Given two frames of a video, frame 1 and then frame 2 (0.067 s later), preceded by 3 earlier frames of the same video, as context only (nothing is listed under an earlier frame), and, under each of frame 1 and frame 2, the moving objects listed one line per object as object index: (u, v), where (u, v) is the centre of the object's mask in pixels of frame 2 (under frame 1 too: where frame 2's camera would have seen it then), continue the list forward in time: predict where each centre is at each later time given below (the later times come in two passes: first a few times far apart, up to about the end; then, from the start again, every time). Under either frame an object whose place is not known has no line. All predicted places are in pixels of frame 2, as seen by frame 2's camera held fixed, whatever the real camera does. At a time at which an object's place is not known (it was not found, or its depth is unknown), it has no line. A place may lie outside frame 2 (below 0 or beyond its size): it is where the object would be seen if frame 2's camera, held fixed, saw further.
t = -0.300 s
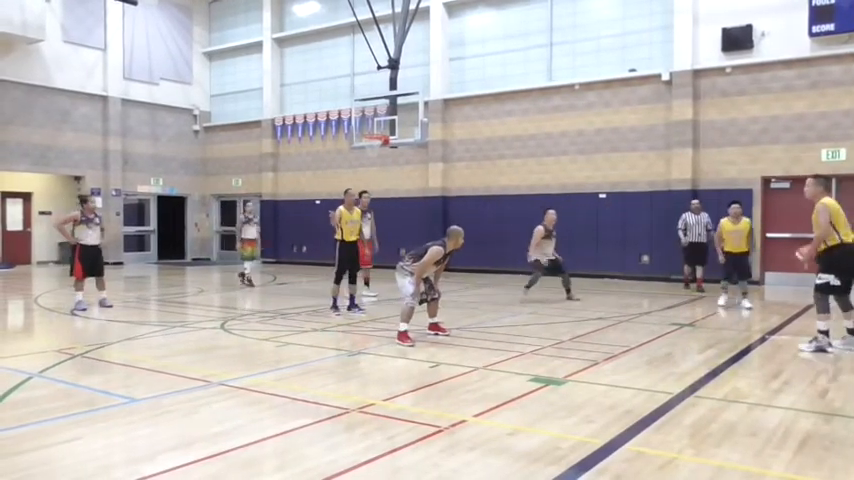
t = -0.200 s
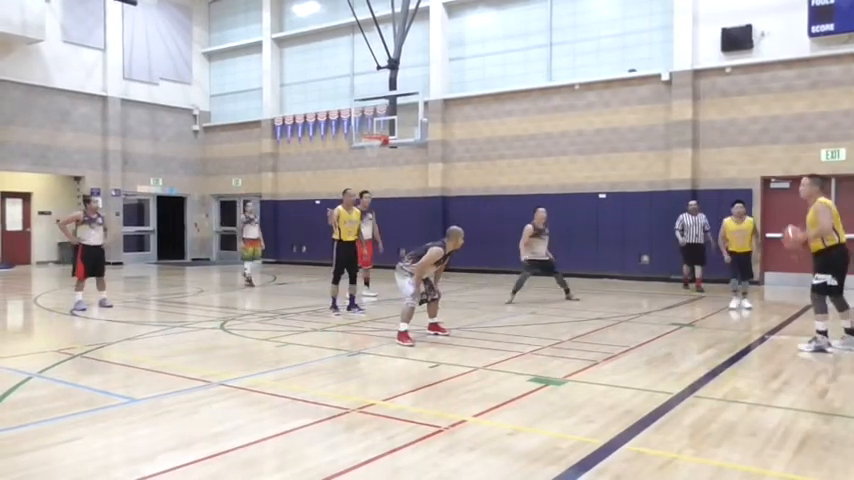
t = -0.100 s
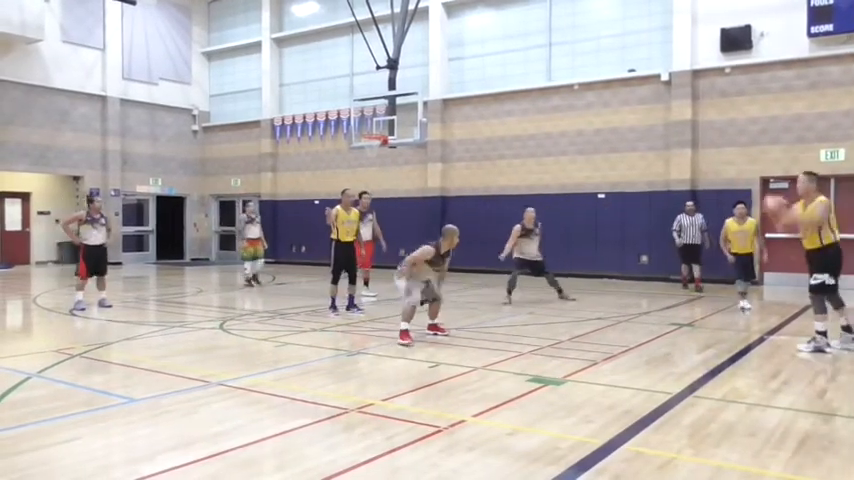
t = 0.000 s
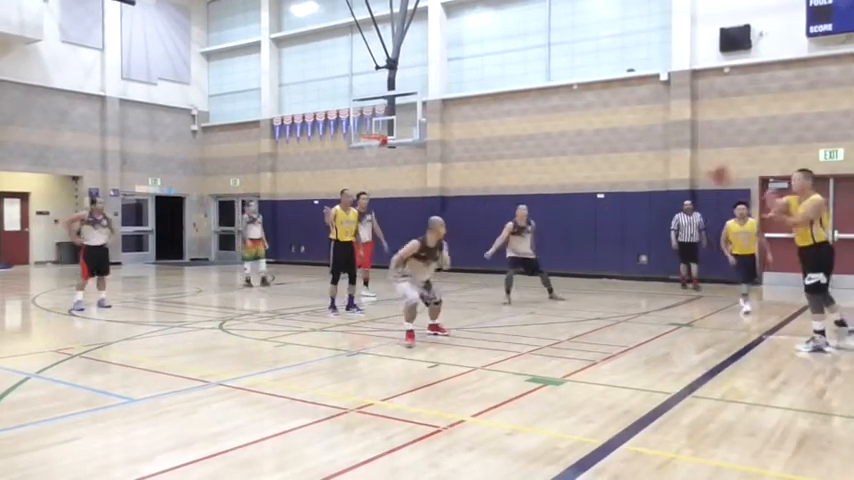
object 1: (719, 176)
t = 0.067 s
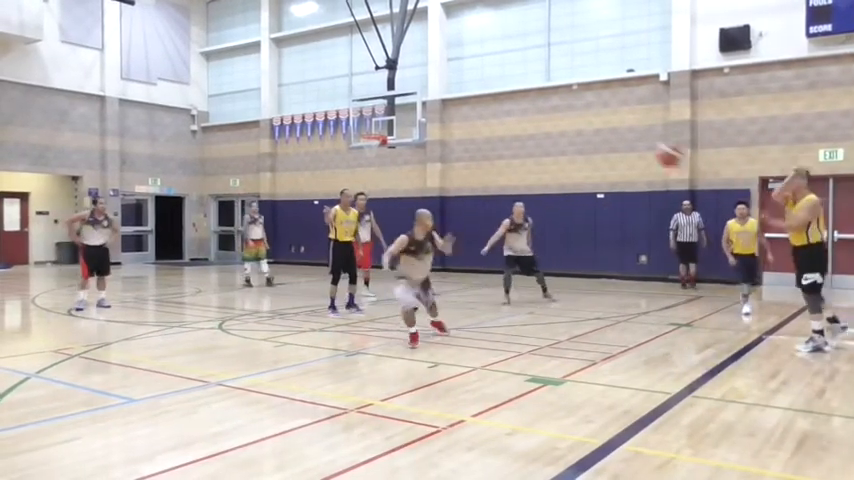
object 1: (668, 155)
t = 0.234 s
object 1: (537, 122)
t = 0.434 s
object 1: (339, 122)
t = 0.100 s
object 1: (644, 148)
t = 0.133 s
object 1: (621, 139)
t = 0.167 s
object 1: (595, 134)
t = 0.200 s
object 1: (567, 129)
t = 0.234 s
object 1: (537, 122)
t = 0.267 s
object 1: (506, 120)
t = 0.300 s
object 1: (475, 117)
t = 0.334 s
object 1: (441, 119)
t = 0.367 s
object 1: (409, 119)
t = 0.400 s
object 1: (373, 117)
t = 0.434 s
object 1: (339, 122)
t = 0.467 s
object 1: (300, 127)
